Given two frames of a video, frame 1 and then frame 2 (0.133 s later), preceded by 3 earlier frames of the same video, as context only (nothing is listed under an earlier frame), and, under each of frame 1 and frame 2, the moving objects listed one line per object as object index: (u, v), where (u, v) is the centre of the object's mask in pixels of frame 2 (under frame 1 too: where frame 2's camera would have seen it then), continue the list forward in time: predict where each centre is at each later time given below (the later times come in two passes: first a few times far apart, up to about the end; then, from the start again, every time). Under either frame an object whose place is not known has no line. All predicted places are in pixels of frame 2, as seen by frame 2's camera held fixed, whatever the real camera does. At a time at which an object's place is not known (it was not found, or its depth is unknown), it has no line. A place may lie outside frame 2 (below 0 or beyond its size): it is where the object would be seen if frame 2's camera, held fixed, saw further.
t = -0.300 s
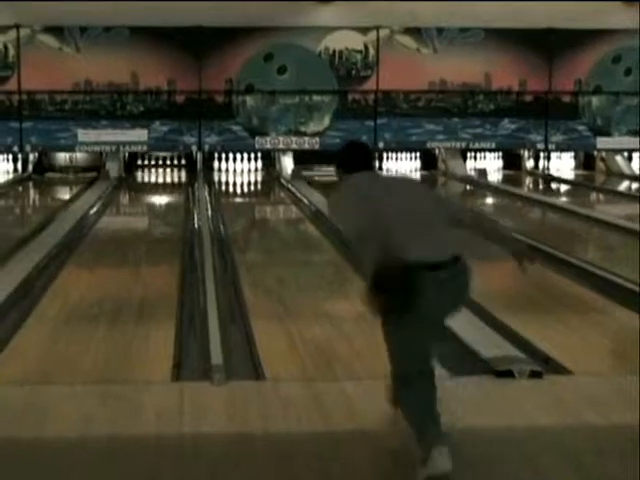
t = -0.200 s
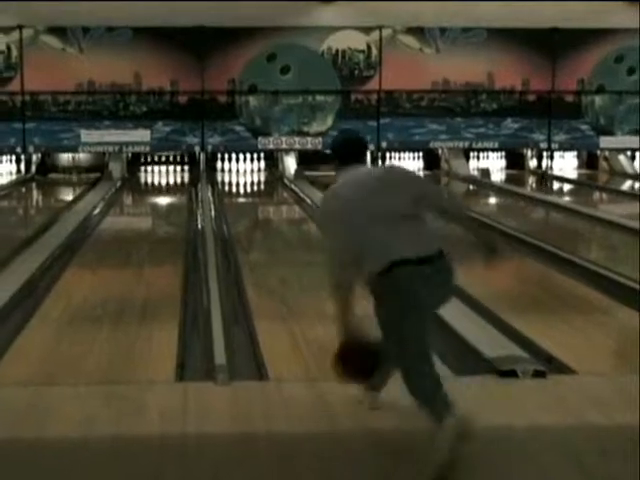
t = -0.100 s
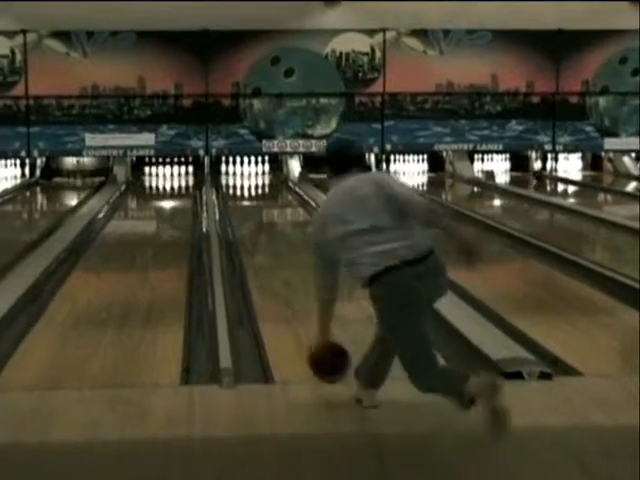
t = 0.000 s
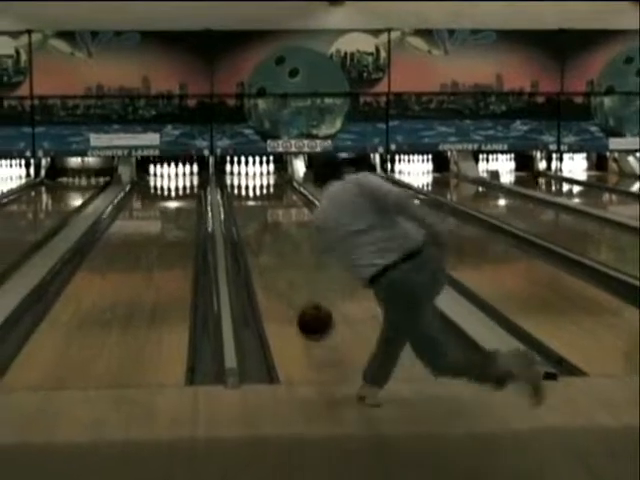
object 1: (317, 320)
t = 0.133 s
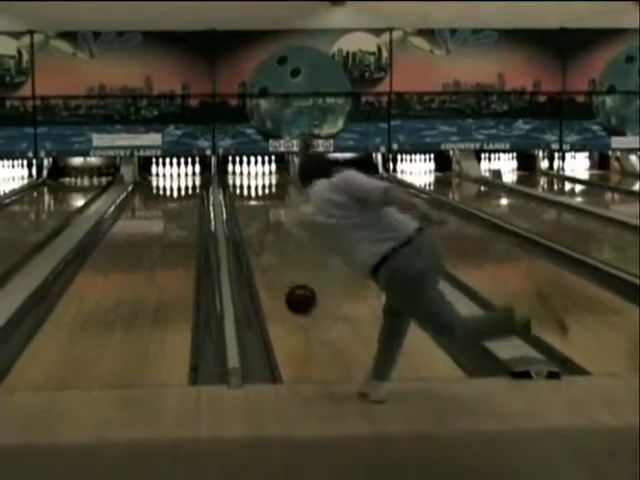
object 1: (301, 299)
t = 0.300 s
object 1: (285, 282)
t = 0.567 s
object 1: (270, 248)
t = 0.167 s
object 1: (297, 298)
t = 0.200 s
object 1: (294, 298)
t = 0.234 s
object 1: (291, 294)
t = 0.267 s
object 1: (288, 287)
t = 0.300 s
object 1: (285, 282)
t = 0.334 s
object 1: (283, 277)
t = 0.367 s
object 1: (281, 272)
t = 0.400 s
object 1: (278, 268)
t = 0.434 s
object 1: (277, 264)
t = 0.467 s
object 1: (275, 259)
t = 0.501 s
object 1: (273, 256)
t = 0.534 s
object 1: (272, 252)
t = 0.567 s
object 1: (270, 248)
